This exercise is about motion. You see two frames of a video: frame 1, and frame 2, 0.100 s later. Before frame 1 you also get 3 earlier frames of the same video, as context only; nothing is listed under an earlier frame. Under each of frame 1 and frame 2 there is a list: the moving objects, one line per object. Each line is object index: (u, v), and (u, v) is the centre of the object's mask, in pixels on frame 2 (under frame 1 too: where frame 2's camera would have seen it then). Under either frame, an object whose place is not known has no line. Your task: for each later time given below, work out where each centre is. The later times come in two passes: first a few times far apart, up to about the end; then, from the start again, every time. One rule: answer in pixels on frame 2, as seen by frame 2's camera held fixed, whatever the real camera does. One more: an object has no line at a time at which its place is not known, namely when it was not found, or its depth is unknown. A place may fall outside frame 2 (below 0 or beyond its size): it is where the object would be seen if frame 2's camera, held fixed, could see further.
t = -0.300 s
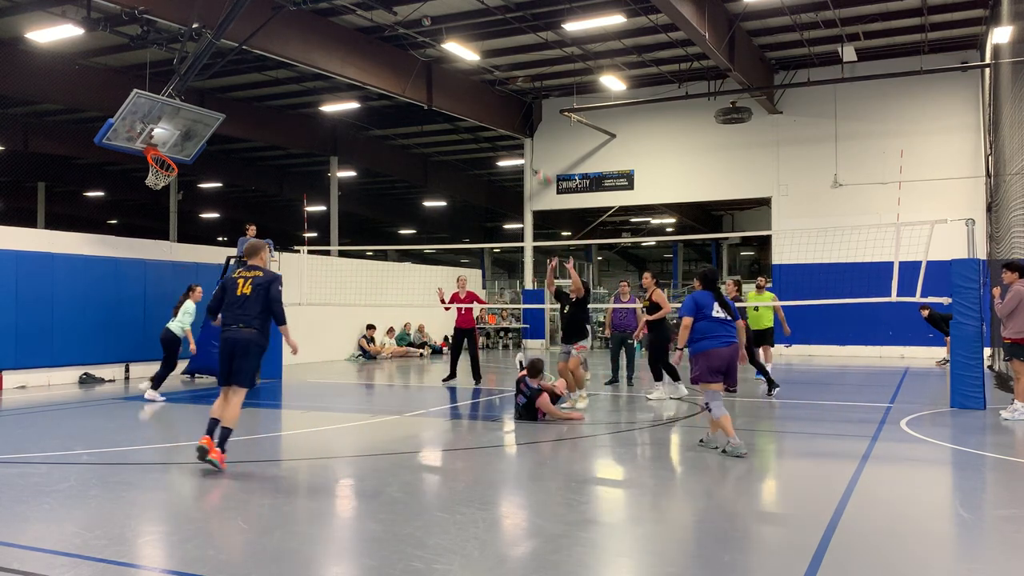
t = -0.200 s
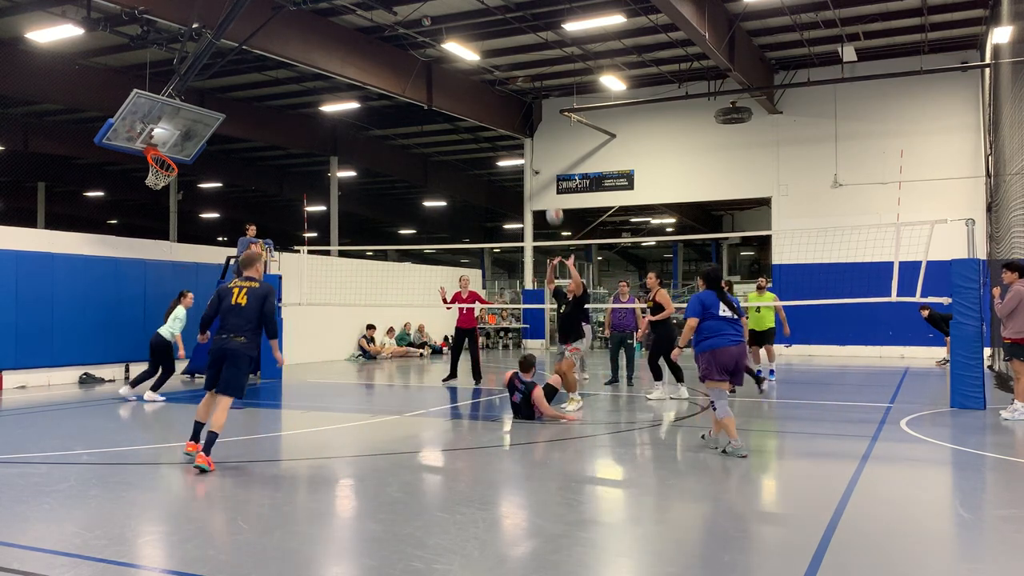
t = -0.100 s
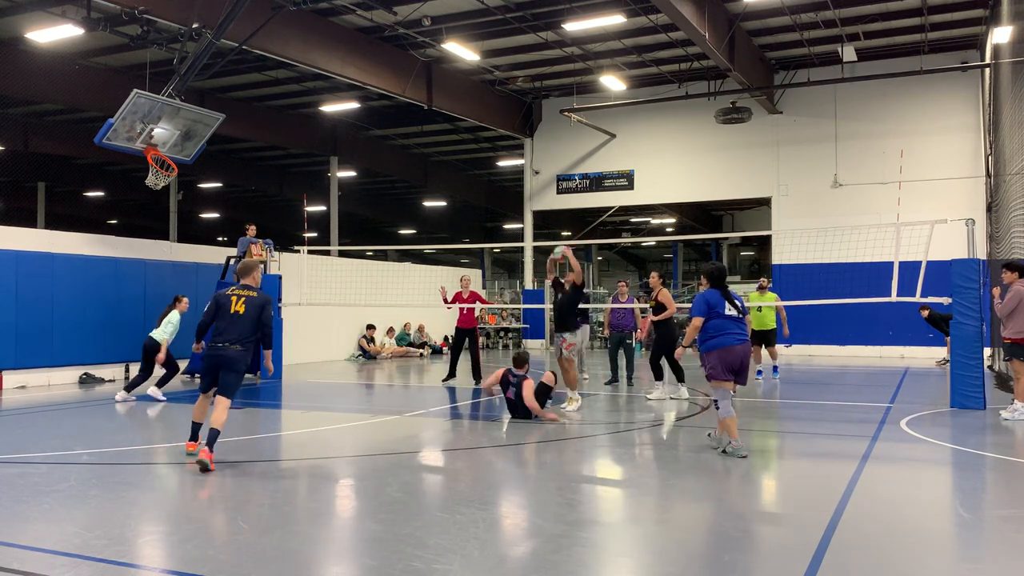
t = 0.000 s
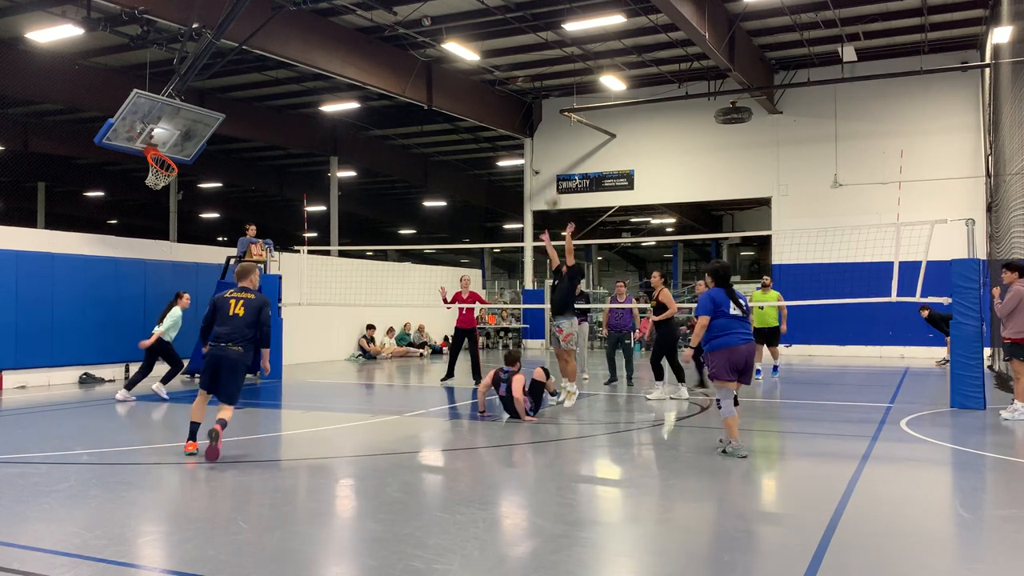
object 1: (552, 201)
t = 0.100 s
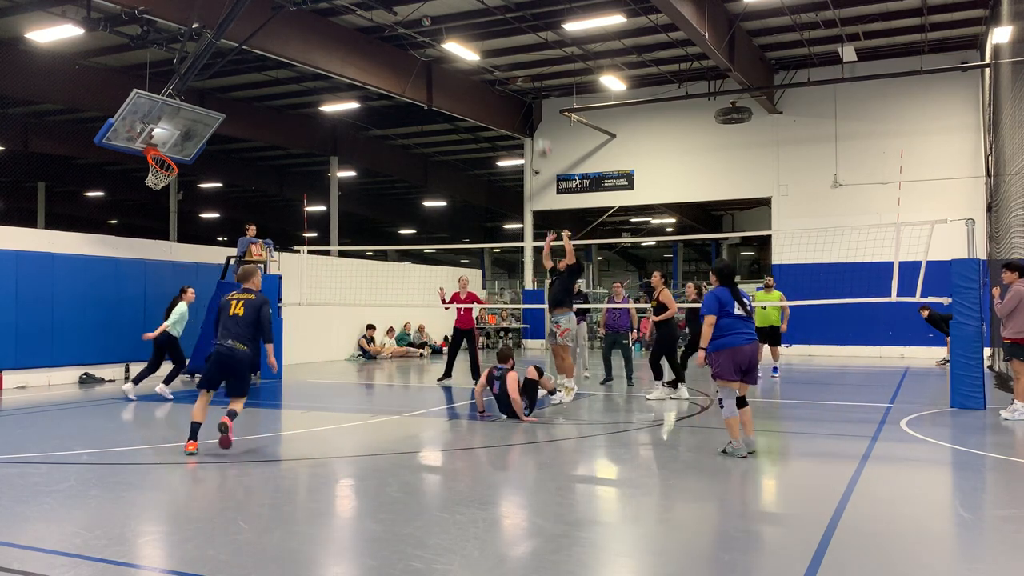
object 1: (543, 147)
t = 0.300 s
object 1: (525, 72)
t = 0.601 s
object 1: (501, 20)
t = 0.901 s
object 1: (478, 37)
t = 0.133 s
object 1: (539, 131)
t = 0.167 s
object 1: (536, 118)
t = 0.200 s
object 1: (534, 106)
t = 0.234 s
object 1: (531, 94)
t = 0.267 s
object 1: (528, 83)
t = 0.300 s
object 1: (525, 72)
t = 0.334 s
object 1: (523, 62)
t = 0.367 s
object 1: (520, 54)
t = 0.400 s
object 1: (518, 47)
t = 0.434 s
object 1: (515, 40)
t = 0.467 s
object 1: (512, 34)
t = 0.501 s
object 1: (509, 29)
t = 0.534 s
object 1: (507, 26)
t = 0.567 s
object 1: (504, 23)
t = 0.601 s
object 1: (501, 20)
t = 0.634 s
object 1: (499, 19)
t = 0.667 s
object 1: (496, 18)
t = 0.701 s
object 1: (494, 18)
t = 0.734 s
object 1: (491, 19)
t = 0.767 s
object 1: (488, 22)
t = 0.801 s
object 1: (486, 24)
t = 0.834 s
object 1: (483, 28)
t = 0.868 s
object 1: (481, 32)
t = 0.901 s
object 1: (478, 37)
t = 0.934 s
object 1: (476, 43)
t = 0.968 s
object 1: (474, 50)
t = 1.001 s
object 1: (471, 59)
